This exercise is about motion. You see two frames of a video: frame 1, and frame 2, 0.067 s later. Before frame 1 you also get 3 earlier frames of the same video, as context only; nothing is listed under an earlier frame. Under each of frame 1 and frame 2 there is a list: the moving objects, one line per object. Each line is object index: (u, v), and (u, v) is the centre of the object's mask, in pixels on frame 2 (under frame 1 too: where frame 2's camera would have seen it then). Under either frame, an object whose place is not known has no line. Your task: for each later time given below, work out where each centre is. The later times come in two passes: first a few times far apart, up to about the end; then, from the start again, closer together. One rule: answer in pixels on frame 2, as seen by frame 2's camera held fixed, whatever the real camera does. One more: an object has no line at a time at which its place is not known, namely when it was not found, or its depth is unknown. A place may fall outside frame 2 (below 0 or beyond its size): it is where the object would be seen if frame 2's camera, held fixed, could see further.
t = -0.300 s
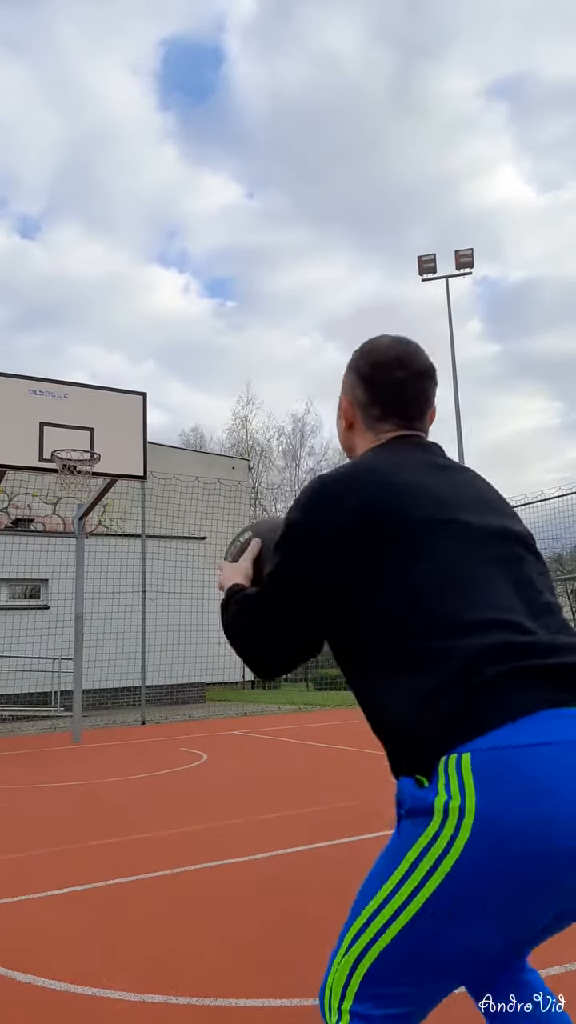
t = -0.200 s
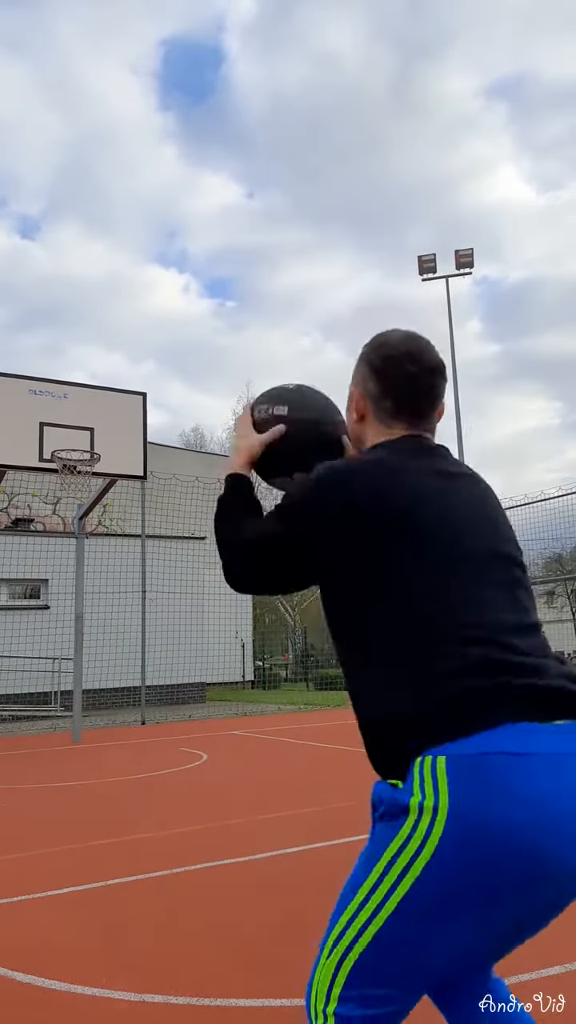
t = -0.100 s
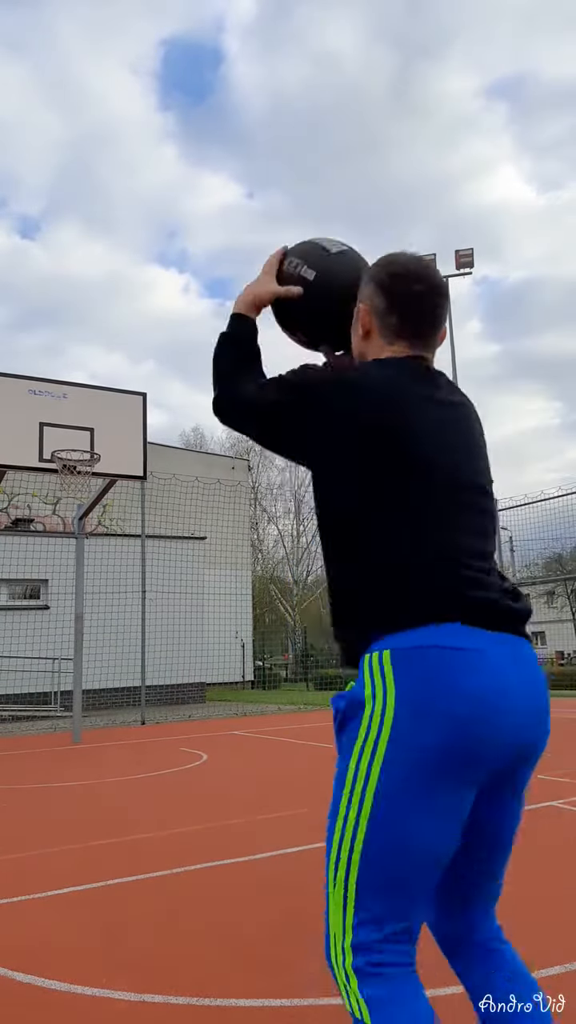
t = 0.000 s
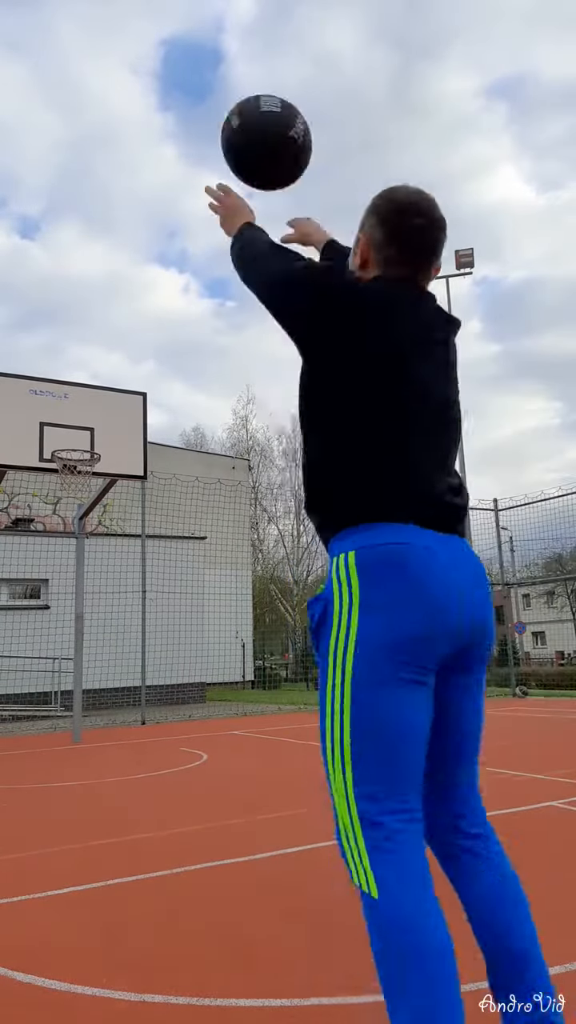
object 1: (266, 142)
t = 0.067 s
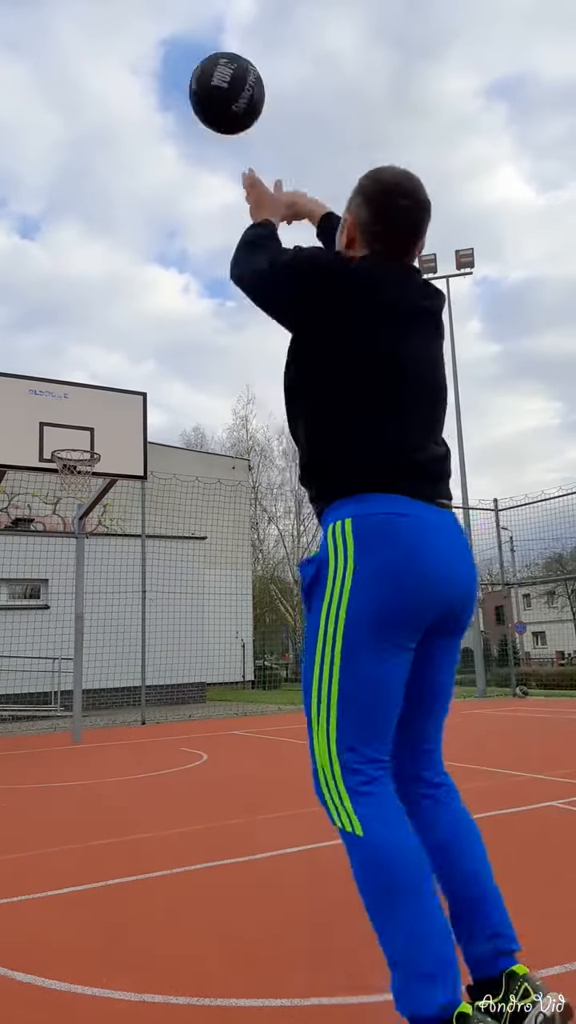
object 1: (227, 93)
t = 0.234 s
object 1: (167, 61)
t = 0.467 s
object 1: (124, 104)
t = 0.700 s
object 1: (99, 192)
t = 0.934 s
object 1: (82, 305)
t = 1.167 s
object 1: (69, 437)
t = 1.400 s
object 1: (100, 542)
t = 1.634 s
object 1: (139, 679)
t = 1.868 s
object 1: (178, 663)
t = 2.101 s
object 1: (217, 573)
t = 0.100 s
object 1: (211, 79)
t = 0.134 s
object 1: (198, 70)
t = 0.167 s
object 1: (186, 64)
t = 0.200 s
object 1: (176, 62)
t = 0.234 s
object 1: (167, 61)
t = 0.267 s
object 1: (159, 63)
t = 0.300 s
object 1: (152, 67)
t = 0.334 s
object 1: (145, 72)
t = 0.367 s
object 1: (140, 78)
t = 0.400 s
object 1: (134, 86)
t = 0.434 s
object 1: (129, 95)
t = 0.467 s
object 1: (124, 104)
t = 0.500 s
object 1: (120, 115)
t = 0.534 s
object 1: (116, 126)
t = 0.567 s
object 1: (112, 138)
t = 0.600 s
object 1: (108, 150)
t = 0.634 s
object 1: (105, 163)
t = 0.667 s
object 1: (102, 177)
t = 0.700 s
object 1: (99, 192)
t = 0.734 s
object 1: (96, 207)
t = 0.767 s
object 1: (93, 222)
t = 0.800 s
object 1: (91, 238)
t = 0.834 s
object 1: (88, 254)
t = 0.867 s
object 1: (86, 270)
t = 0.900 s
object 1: (84, 288)
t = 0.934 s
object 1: (82, 305)
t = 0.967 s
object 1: (80, 323)
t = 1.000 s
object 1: (78, 341)
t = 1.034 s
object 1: (76, 360)
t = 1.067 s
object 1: (74, 378)
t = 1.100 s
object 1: (72, 397)
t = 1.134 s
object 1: (70, 418)
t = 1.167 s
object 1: (69, 437)
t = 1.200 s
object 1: (66, 459)
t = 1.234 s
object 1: (71, 472)
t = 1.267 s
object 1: (77, 484)
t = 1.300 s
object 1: (82, 498)
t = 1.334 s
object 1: (89, 512)
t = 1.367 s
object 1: (94, 527)
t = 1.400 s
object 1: (100, 542)
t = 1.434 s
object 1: (106, 559)
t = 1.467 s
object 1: (112, 576)
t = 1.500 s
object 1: (117, 594)
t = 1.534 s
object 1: (123, 615)
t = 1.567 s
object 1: (128, 634)
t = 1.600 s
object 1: (134, 656)
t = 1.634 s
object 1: (139, 679)
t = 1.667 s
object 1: (144, 703)
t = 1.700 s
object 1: (150, 727)
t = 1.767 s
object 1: (161, 718)
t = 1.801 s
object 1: (166, 699)
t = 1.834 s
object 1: (173, 679)
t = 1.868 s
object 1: (178, 663)
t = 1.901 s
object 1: (183, 646)
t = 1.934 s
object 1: (189, 631)
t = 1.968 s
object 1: (195, 618)
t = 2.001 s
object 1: (200, 605)
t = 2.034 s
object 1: (206, 593)
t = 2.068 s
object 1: (211, 582)
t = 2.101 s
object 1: (217, 573)
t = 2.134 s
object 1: (222, 564)
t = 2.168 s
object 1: (228, 556)
